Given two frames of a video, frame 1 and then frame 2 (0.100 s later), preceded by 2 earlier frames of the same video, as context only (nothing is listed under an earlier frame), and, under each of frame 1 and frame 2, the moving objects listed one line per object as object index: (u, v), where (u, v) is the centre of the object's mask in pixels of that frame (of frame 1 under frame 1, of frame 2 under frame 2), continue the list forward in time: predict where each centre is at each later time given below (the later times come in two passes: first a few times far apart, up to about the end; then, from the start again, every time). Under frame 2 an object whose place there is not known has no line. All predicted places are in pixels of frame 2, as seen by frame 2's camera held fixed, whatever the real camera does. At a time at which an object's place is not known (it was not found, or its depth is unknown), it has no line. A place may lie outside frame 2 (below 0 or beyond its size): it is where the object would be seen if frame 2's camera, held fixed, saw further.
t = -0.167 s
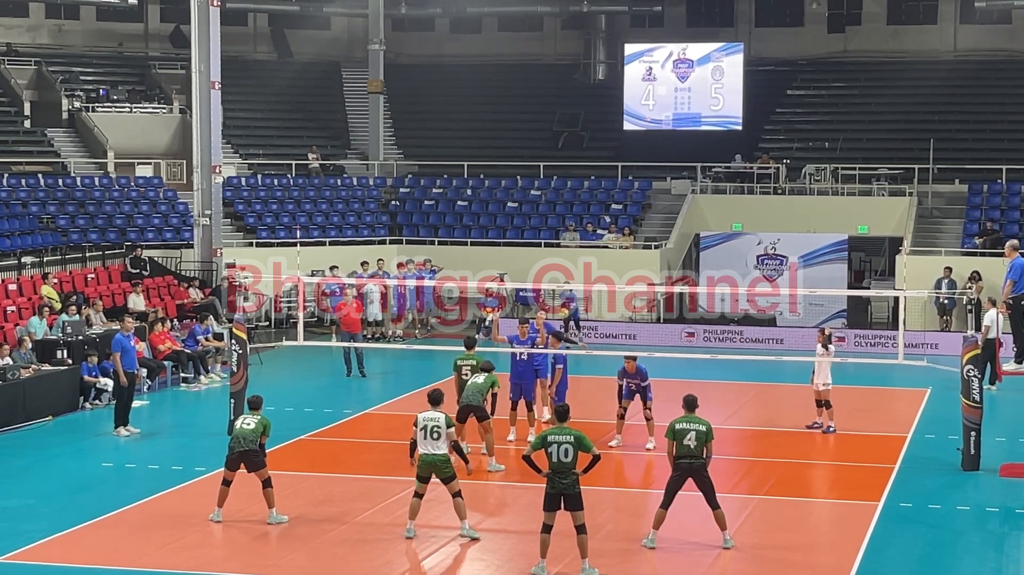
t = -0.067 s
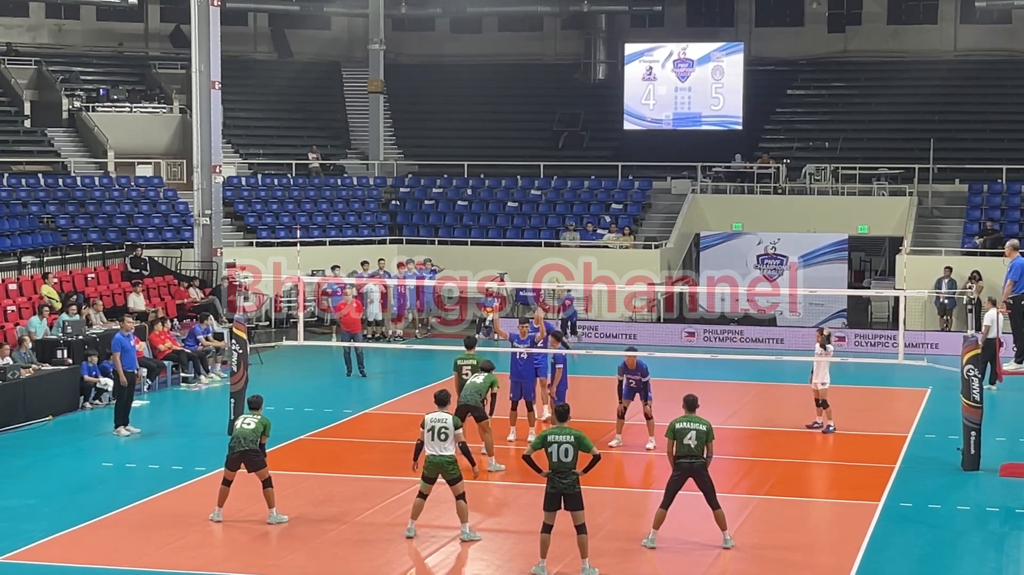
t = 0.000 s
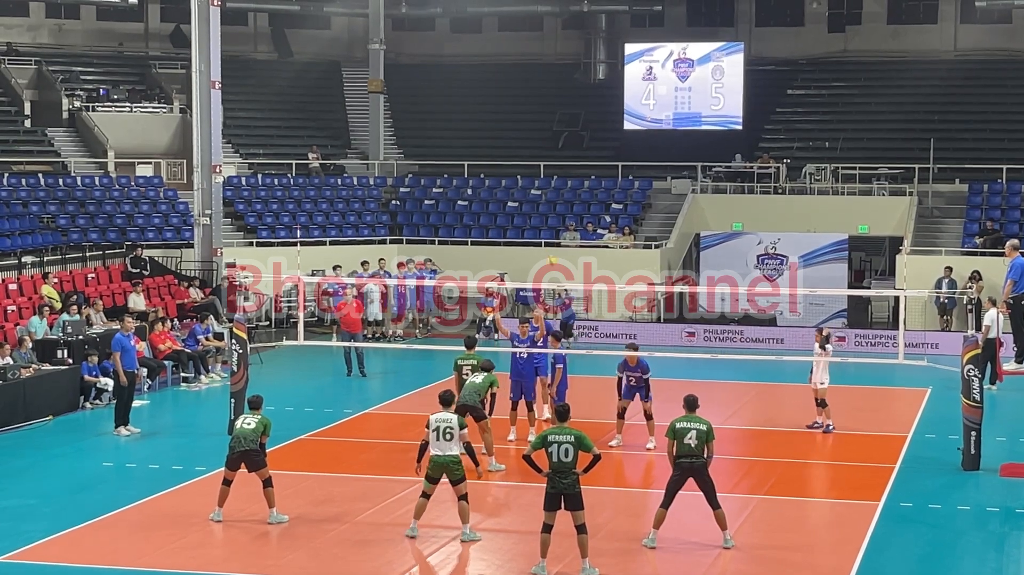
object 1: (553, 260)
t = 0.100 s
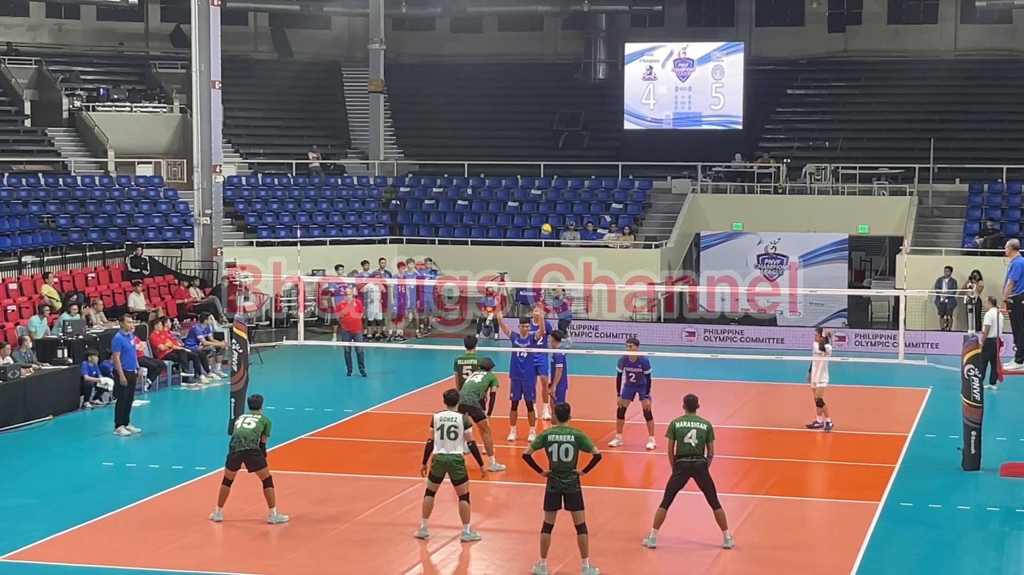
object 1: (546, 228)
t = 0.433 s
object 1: (527, 158)
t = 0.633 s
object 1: (515, 141)
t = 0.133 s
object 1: (544, 219)
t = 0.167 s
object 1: (542, 210)
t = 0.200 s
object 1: (540, 202)
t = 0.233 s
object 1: (538, 194)
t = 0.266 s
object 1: (537, 187)
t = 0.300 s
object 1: (535, 180)
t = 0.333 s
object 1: (533, 174)
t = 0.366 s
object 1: (531, 168)
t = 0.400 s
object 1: (529, 163)
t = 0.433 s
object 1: (527, 158)
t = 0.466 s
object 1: (525, 154)
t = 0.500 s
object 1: (523, 150)
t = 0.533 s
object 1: (521, 147)
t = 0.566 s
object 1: (519, 144)
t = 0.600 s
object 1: (517, 143)
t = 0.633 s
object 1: (515, 141)
